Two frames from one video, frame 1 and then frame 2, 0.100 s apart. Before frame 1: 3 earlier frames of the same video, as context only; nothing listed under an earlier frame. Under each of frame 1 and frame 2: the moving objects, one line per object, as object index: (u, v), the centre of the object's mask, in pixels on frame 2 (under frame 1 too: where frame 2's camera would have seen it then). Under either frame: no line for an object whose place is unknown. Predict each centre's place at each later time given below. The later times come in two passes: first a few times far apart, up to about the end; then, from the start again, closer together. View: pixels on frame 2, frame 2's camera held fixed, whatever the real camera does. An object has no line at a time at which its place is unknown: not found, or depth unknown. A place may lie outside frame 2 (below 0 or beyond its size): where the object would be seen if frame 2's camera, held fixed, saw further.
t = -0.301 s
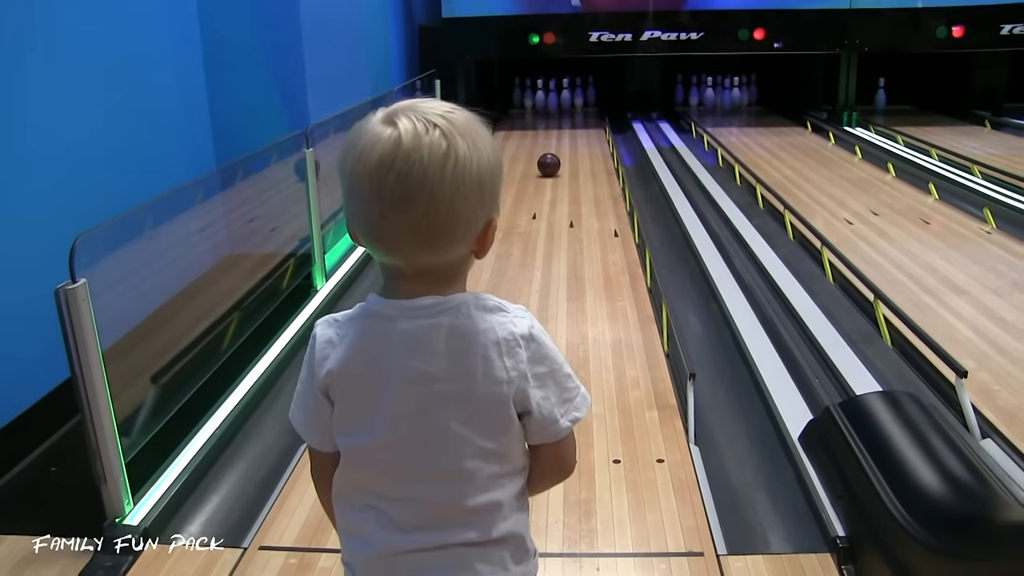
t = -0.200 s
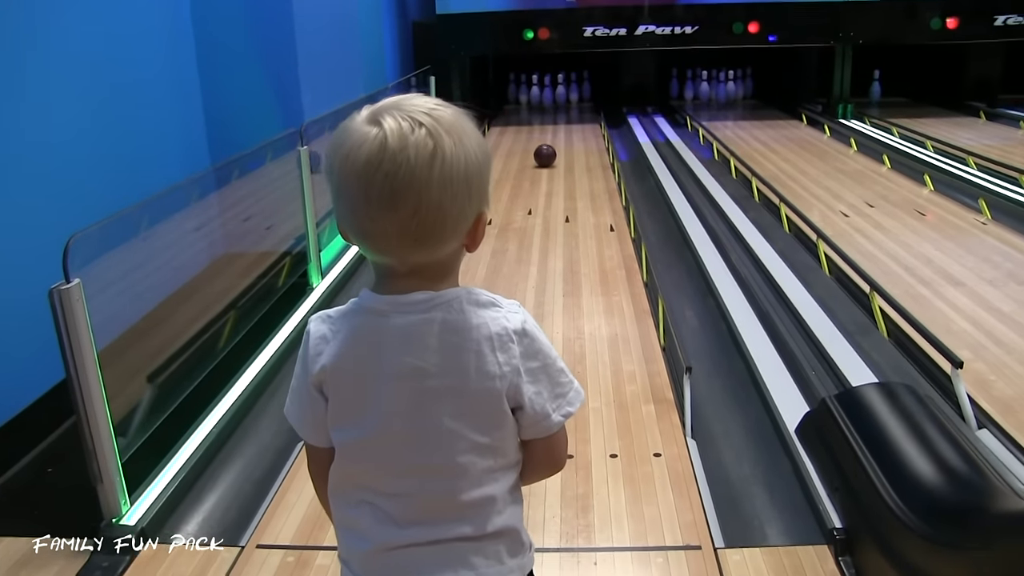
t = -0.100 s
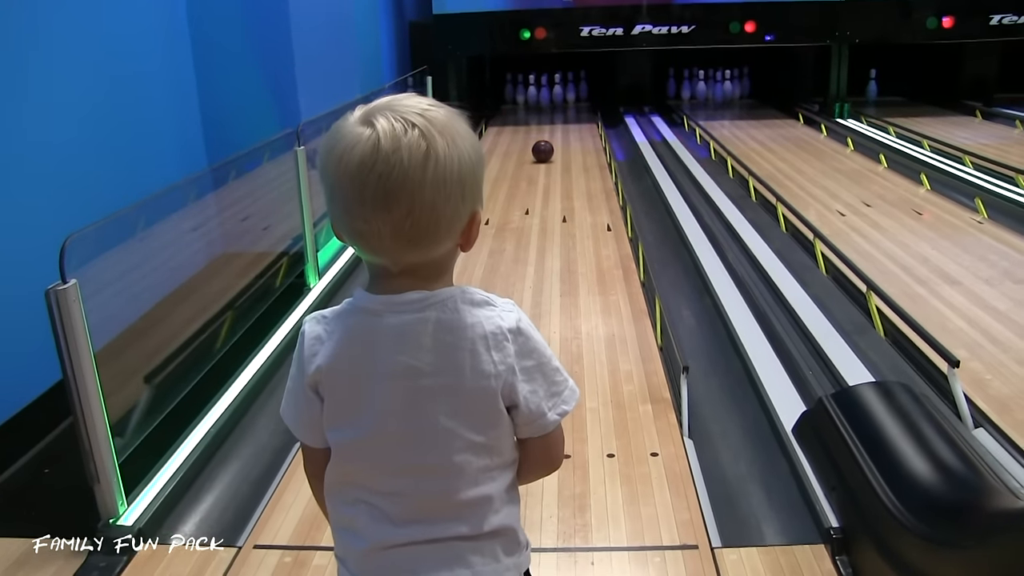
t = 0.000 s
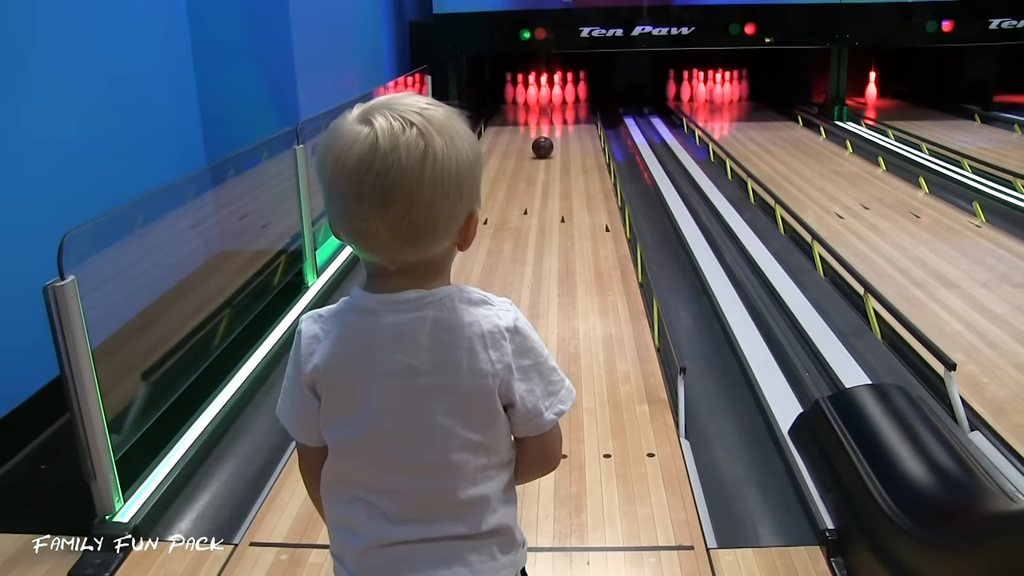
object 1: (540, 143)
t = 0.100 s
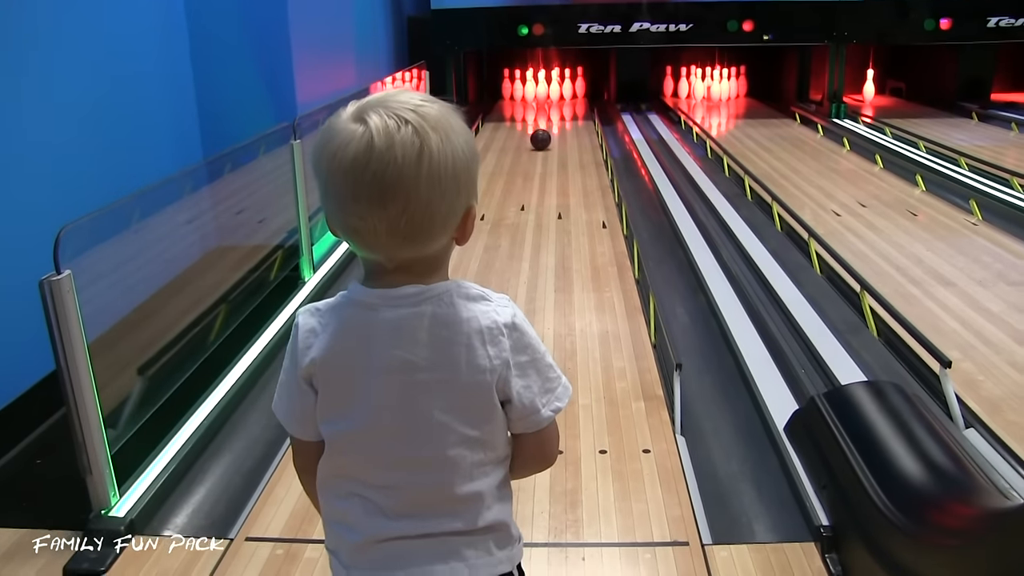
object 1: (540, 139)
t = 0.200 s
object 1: (541, 136)
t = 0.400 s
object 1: (542, 129)
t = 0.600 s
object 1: (543, 123)
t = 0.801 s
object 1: (545, 117)
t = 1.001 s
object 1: (546, 112)
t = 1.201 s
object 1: (547, 107)
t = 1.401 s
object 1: (548, 103)
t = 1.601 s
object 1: (550, 100)
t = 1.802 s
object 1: (556, 97)
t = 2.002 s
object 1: (563, 95)
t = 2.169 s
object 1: (568, 94)
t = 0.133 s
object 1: (541, 138)
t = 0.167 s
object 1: (541, 137)
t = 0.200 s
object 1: (541, 136)
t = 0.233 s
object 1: (541, 135)
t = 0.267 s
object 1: (541, 133)
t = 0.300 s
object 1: (541, 132)
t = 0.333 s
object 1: (542, 131)
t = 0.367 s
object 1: (542, 130)
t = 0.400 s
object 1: (542, 129)
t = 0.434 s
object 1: (542, 128)
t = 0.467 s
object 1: (543, 127)
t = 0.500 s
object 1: (543, 126)
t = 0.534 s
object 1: (543, 125)
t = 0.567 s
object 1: (543, 124)
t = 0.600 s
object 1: (543, 123)
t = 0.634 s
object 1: (543, 122)
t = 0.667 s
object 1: (544, 121)
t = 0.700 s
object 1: (544, 120)
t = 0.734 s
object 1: (544, 119)
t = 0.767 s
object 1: (544, 118)
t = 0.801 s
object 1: (545, 117)
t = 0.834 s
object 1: (545, 116)
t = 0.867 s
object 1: (545, 115)
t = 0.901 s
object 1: (545, 114)
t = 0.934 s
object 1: (545, 113)
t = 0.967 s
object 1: (546, 112)
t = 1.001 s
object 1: (546, 112)
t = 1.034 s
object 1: (546, 111)
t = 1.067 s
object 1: (547, 110)
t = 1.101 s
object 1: (547, 109)
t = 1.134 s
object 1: (547, 108)
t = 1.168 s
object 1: (547, 108)
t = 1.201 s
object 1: (547, 107)
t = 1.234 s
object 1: (547, 106)
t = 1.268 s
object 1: (547, 106)
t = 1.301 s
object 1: (548, 105)
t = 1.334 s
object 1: (548, 104)
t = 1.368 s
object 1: (548, 104)
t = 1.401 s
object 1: (548, 103)
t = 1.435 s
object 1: (548, 102)
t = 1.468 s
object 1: (549, 102)
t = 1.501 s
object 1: (549, 101)
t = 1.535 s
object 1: (549, 101)
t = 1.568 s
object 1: (550, 100)
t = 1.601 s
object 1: (550, 100)
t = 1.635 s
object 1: (550, 99)
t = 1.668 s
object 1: (551, 98)
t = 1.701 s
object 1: (553, 98)
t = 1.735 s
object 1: (554, 97)
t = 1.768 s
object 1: (555, 97)
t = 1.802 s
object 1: (556, 97)
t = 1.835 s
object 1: (557, 97)
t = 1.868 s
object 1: (558, 96)
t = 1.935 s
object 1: (560, 95)
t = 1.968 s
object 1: (562, 95)
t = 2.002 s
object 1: (563, 95)
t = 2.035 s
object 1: (565, 95)
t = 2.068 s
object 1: (566, 94)
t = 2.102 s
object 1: (567, 94)
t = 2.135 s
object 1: (568, 94)
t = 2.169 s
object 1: (568, 94)
